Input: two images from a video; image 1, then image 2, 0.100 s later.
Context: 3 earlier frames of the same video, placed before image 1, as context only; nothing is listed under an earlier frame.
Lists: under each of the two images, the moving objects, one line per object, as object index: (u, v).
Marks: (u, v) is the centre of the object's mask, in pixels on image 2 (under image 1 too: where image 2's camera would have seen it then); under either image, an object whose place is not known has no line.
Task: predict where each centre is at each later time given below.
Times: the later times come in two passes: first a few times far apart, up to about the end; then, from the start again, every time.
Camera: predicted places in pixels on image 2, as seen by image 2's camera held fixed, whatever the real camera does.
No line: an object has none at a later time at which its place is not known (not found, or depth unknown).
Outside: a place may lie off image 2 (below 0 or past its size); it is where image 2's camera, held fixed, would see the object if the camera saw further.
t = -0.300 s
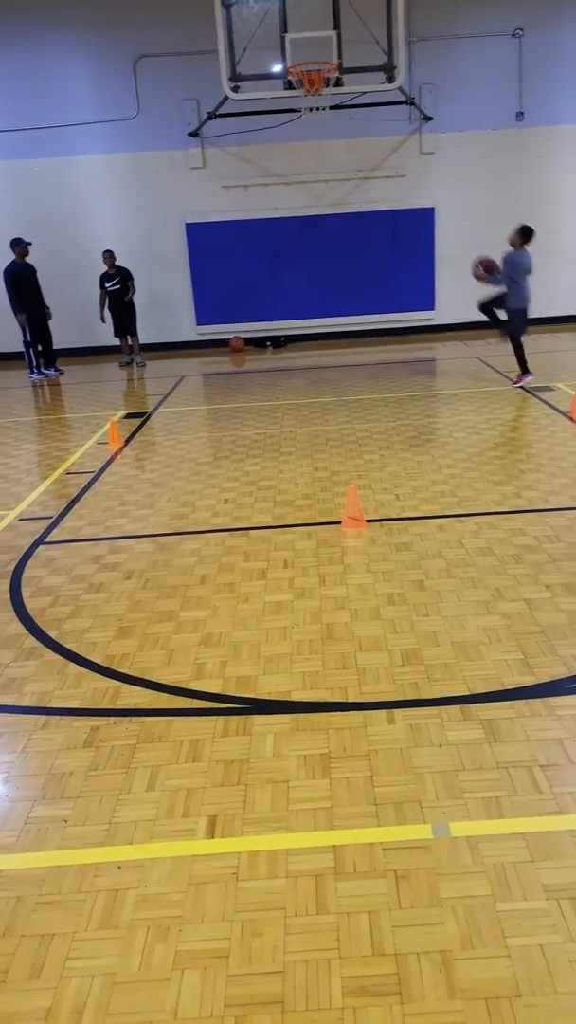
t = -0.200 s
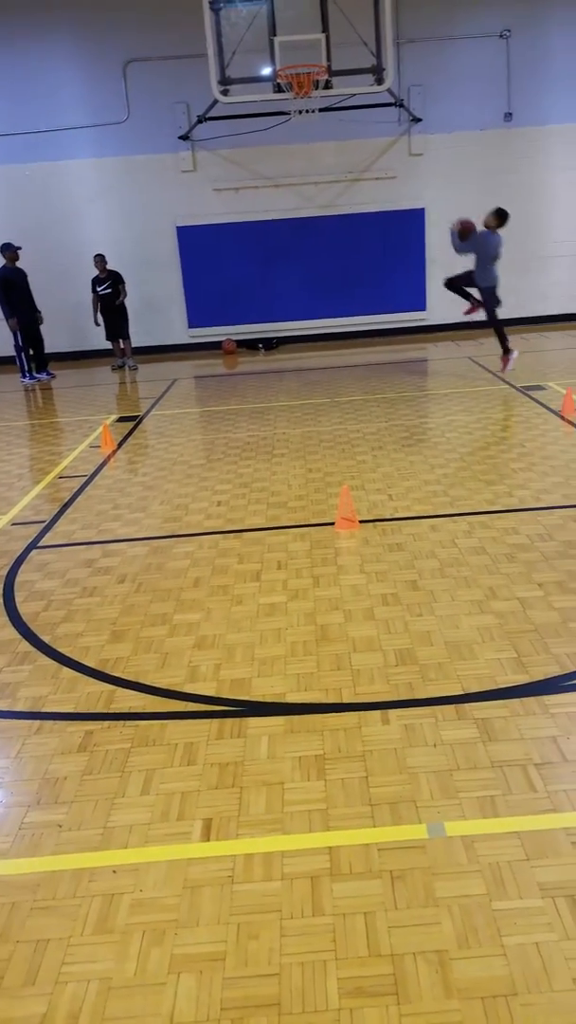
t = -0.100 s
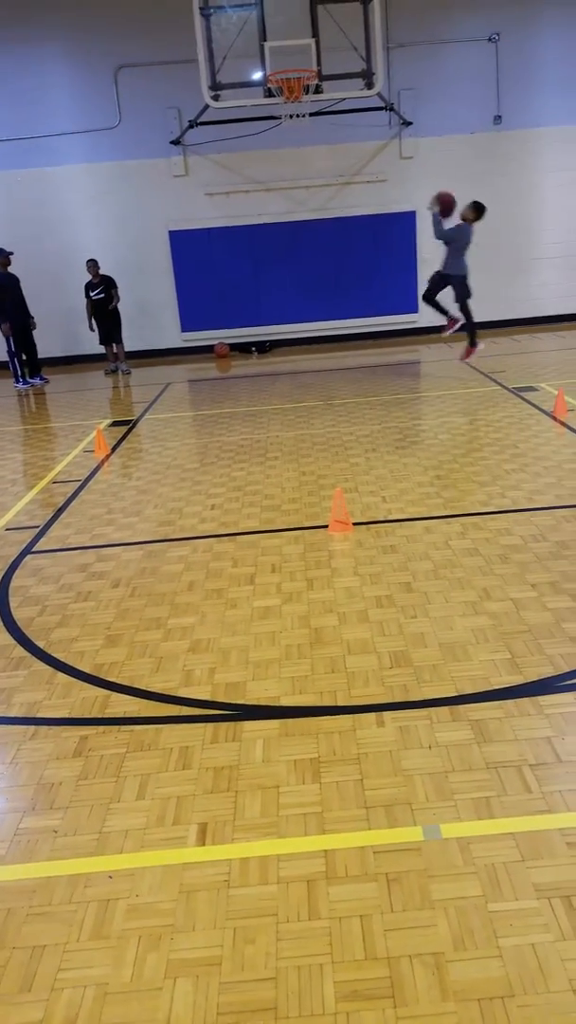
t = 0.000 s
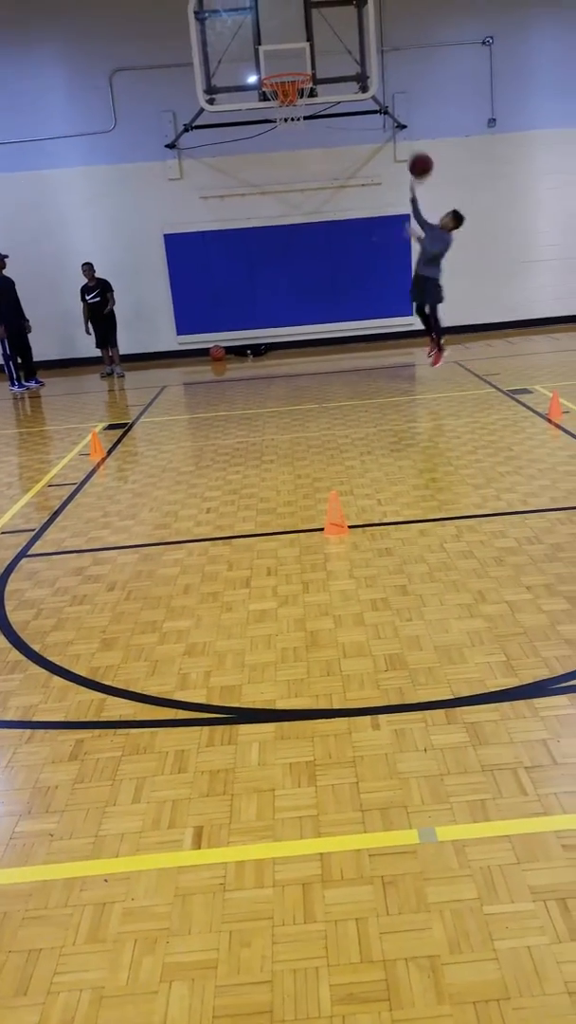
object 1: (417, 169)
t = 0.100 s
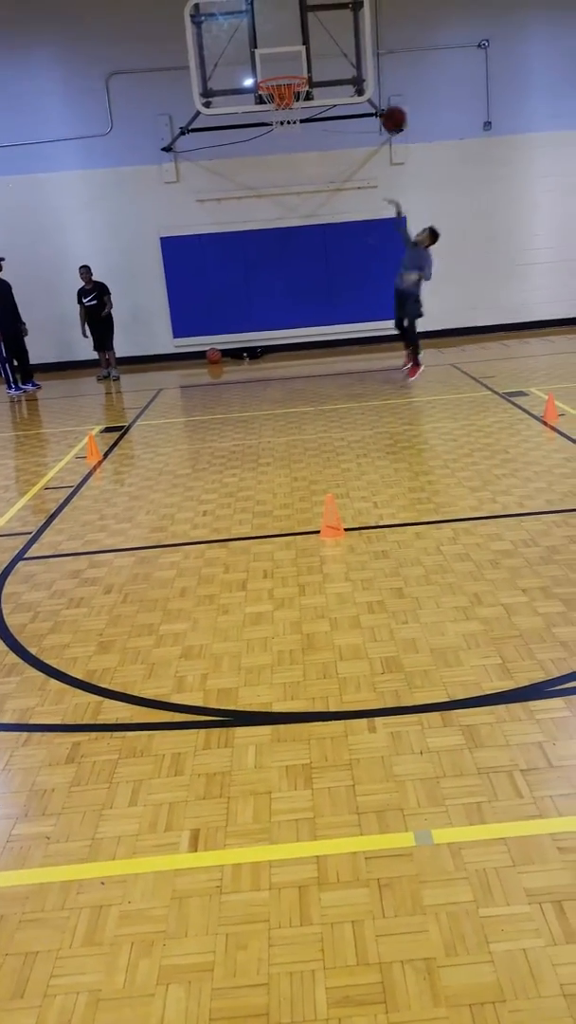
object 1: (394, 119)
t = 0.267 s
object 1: (356, 63)
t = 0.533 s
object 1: (301, 37)
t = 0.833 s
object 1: (258, 70)
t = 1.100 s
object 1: (244, 91)
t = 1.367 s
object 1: (239, 185)
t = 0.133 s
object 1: (386, 105)
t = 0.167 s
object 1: (378, 92)
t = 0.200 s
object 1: (371, 80)
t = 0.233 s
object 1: (363, 70)
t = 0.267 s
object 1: (356, 63)
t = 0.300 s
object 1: (348, 54)
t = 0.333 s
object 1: (342, 47)
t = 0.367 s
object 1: (335, 42)
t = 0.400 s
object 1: (328, 38)
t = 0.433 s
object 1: (321, 36)
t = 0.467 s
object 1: (315, 35)
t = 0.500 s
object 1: (308, 35)
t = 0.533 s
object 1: (301, 37)
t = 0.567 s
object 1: (294, 39)
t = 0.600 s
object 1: (288, 43)
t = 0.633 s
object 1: (282, 48)
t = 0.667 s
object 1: (276, 54)
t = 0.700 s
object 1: (270, 62)
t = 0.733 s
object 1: (265, 69)
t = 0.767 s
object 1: (263, 72)
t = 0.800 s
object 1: (261, 72)
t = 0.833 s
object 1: (258, 70)
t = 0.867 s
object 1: (256, 69)
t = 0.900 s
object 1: (253, 68)
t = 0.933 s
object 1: (251, 69)
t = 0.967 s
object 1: (250, 71)
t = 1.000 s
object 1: (248, 74)
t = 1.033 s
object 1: (246, 78)
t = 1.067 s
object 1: (244, 83)
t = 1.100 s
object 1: (244, 91)
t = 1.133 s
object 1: (242, 98)
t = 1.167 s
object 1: (242, 107)
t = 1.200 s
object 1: (240, 118)
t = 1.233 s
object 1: (240, 129)
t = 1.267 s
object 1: (239, 142)
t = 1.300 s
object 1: (239, 154)
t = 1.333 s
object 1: (239, 169)
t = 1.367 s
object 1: (239, 185)
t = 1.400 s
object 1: (239, 200)
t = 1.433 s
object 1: (239, 218)
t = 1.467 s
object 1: (239, 237)
